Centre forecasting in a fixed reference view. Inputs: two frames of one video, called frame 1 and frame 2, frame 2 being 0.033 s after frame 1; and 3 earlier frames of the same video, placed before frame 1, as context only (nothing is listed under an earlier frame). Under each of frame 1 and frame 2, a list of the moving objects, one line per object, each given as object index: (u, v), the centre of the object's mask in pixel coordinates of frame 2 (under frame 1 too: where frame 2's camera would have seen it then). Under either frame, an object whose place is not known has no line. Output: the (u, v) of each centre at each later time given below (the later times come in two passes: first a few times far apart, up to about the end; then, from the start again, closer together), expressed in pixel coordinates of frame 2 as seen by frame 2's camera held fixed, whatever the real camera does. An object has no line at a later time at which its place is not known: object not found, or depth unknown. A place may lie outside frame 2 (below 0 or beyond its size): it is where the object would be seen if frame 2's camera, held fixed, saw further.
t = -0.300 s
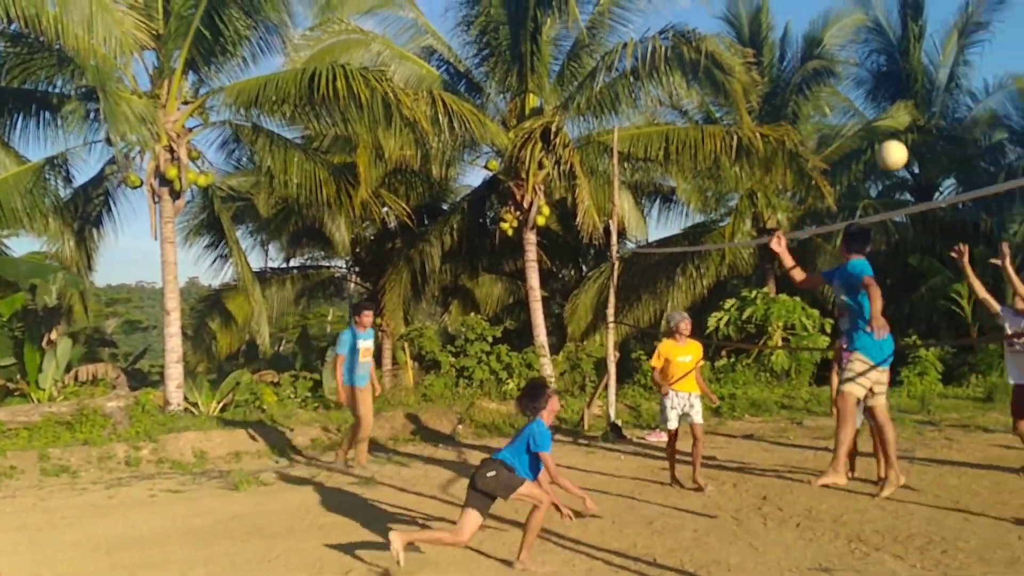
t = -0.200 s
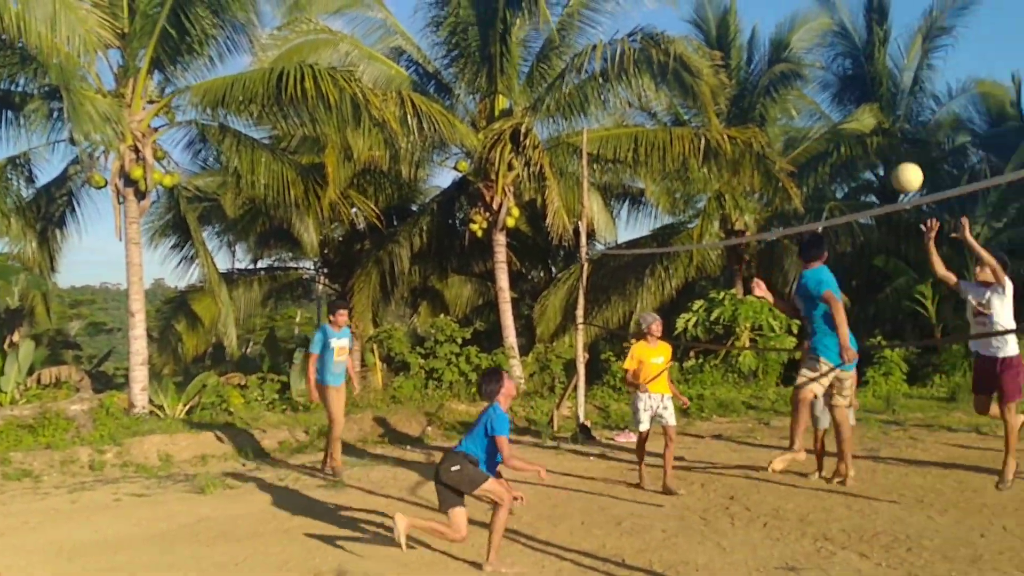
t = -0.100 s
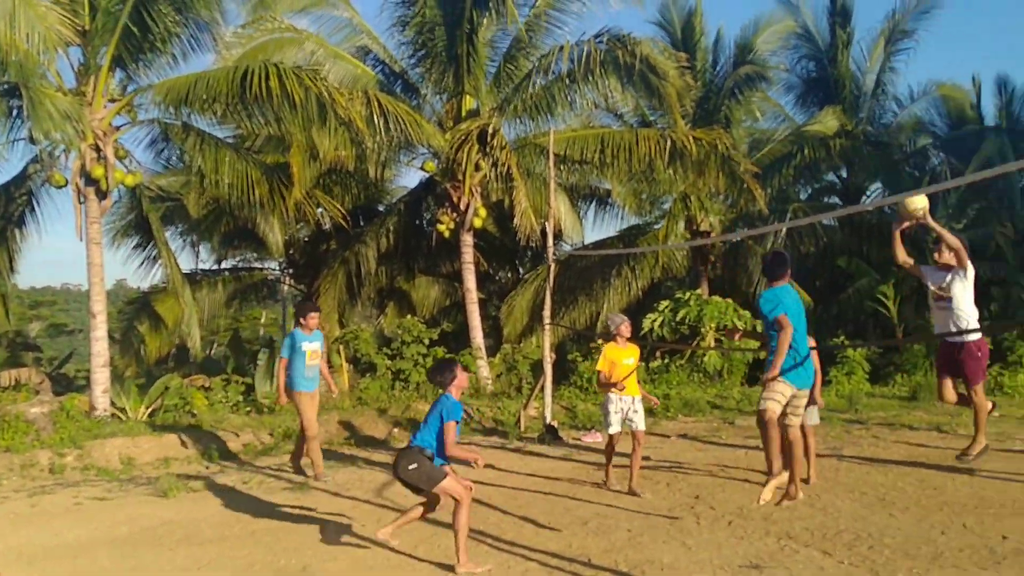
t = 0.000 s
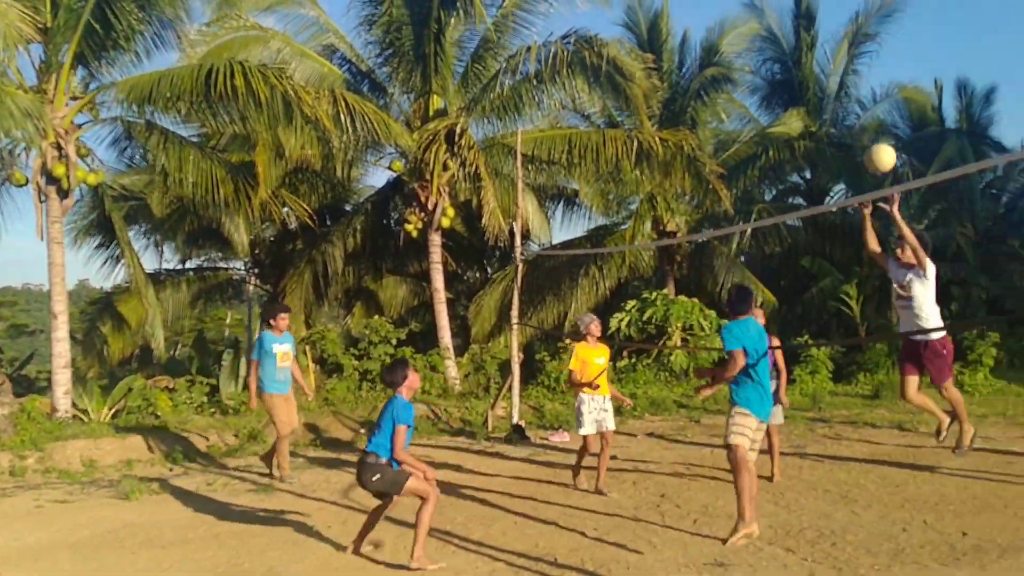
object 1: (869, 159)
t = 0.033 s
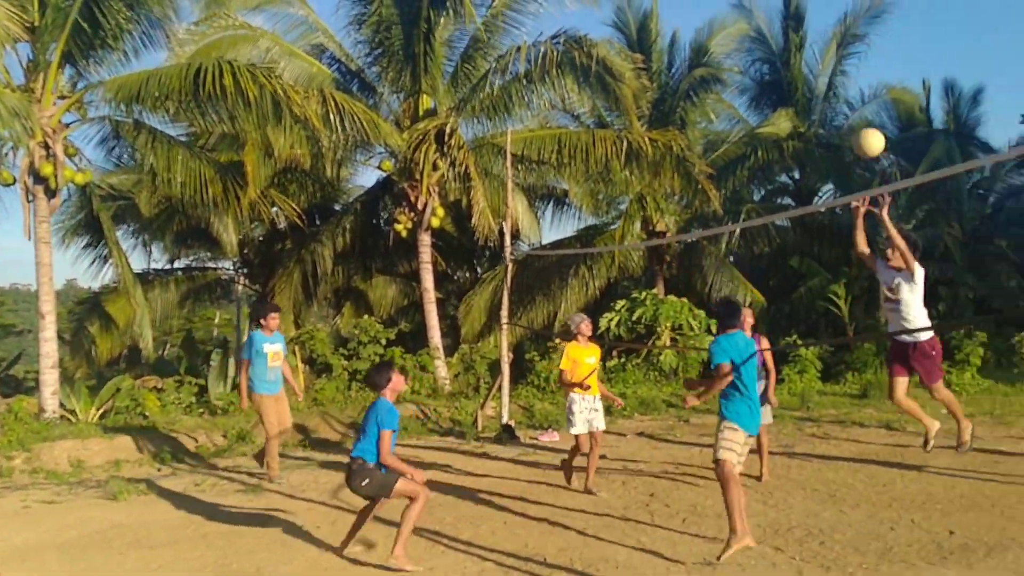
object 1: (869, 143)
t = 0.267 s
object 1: (869, 69)
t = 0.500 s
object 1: (878, 71)
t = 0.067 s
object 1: (870, 129)
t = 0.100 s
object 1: (870, 116)
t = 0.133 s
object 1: (869, 104)
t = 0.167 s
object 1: (868, 93)
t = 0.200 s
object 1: (869, 84)
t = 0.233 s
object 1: (870, 76)
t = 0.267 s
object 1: (869, 69)
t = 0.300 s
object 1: (869, 64)
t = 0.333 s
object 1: (871, 61)
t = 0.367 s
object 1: (872, 59)
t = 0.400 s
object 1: (873, 59)
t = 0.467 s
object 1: (876, 65)
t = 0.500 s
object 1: (878, 71)
